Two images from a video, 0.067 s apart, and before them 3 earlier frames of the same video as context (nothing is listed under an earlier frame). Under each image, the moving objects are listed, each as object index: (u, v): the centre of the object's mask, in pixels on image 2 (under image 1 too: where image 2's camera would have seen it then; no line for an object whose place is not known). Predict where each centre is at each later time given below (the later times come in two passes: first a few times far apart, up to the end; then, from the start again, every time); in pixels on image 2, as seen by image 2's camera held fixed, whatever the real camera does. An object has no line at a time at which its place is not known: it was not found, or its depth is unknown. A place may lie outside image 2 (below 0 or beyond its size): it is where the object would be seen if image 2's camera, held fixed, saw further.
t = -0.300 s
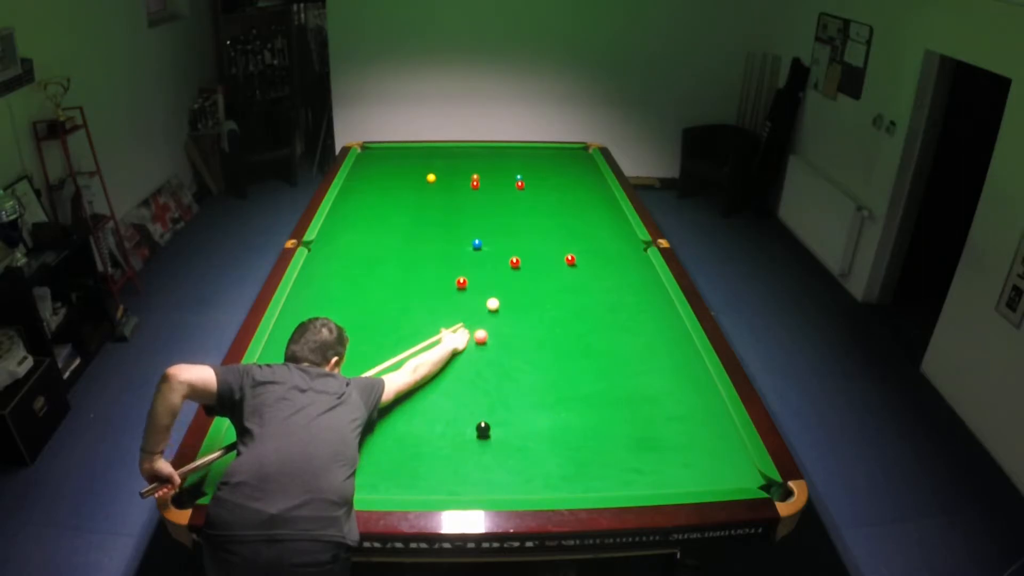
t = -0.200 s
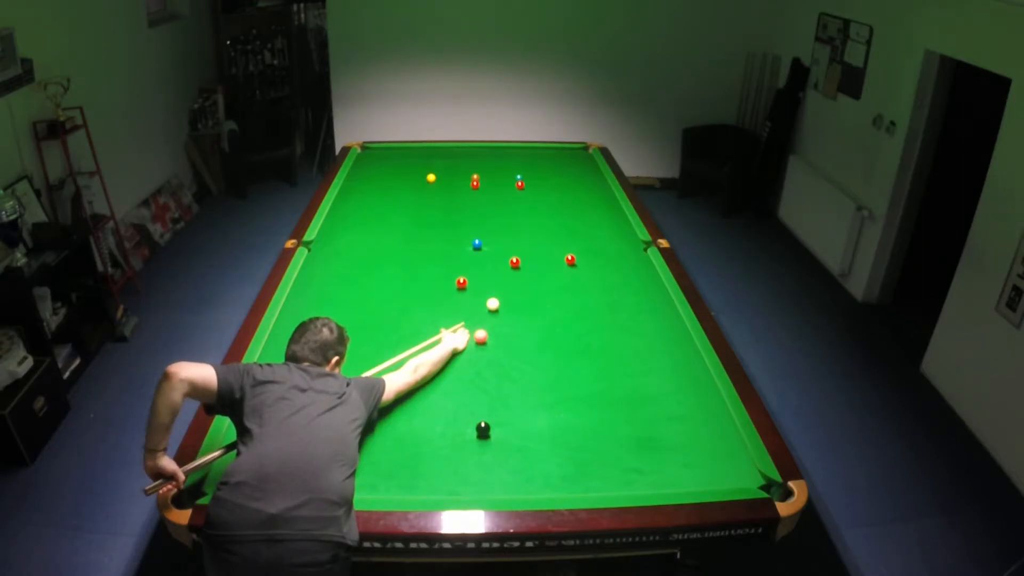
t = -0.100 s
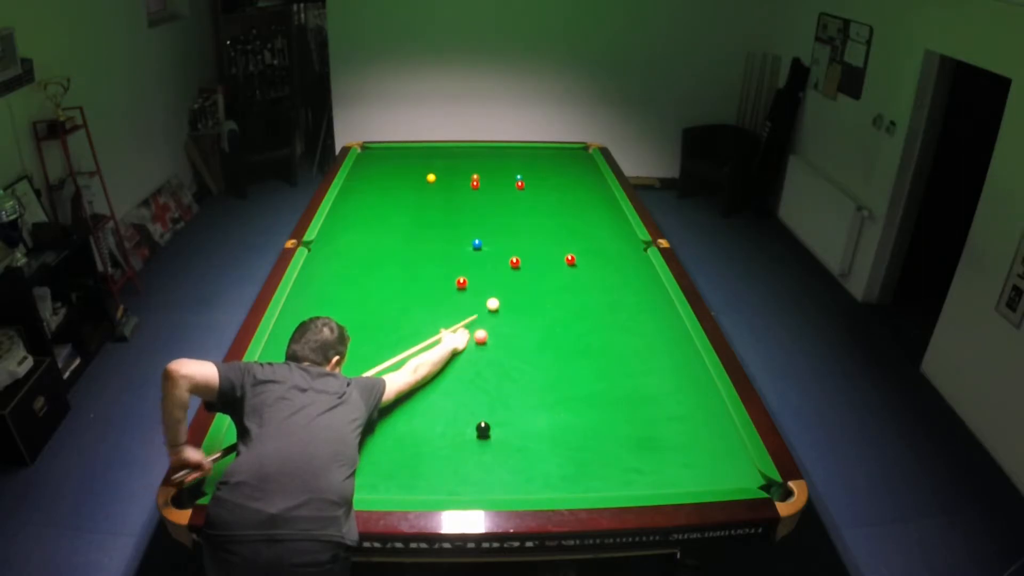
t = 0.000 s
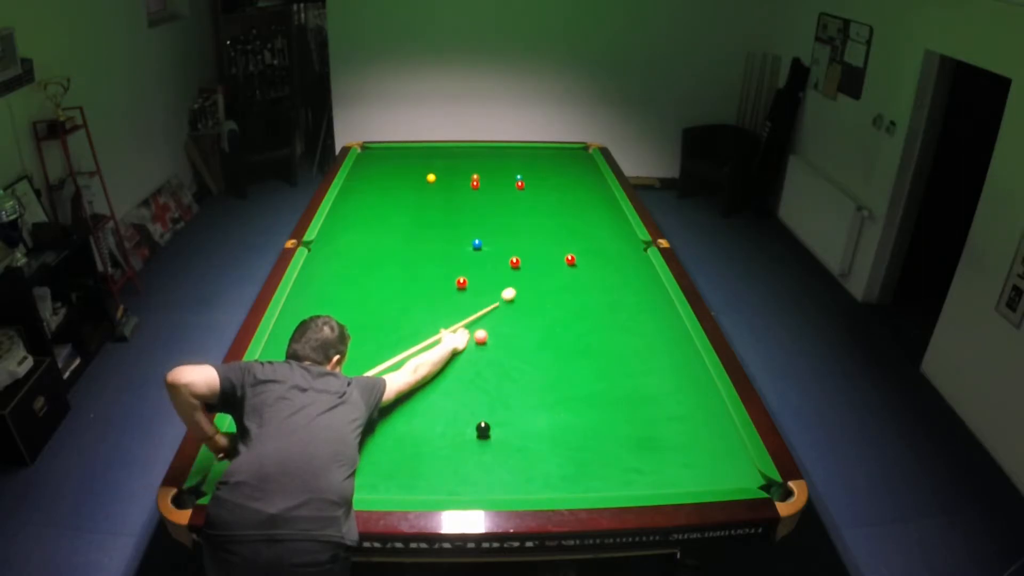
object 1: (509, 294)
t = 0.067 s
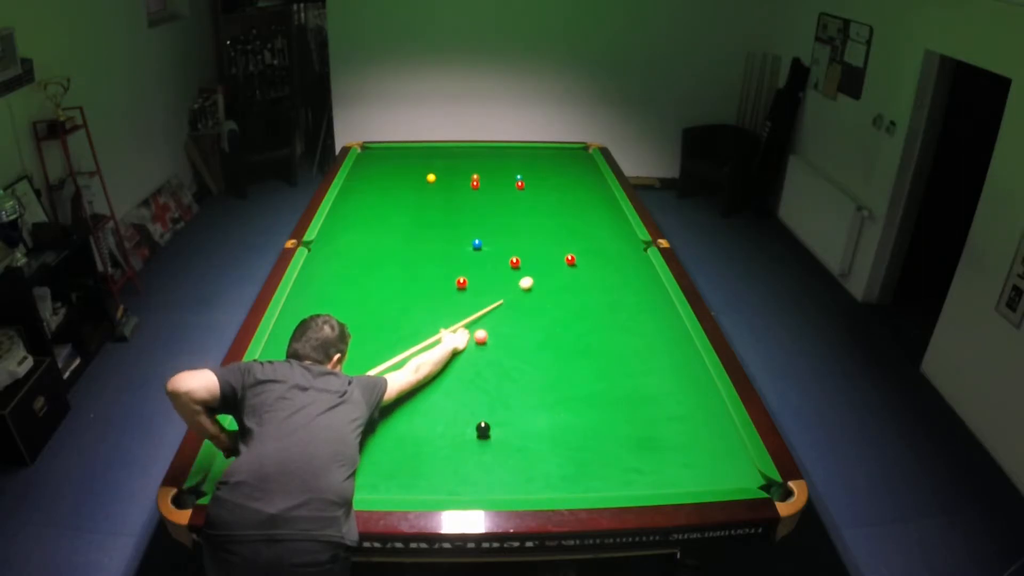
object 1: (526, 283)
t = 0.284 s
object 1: (558, 258)
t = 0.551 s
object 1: (546, 248)
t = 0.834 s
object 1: (535, 239)
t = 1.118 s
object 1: (526, 231)
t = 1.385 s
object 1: (518, 224)
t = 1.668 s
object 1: (510, 218)
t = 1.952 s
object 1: (504, 212)
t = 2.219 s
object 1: (499, 208)
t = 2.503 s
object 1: (494, 203)
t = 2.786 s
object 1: (490, 199)
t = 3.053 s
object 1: (487, 197)
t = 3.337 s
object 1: (485, 194)
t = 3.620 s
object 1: (483, 192)
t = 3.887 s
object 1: (482, 190)
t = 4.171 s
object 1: (481, 189)
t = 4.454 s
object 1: (480, 188)
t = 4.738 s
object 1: (480, 188)
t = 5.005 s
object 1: (480, 188)
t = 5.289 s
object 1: (480, 187)
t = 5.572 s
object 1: (480, 187)
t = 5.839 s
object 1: (480, 188)
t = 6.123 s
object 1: (480, 188)
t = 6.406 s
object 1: (480, 188)
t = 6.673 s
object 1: (480, 188)
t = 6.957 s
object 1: (480, 188)
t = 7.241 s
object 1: (480, 188)
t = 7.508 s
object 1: (480, 188)
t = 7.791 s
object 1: (480, 188)
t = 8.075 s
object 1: (480, 188)
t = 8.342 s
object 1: (480, 188)
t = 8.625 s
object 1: (480, 188)
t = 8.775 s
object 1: (480, 188)
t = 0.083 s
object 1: (530, 280)
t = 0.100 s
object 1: (534, 278)
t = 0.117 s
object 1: (538, 275)
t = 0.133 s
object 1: (541, 273)
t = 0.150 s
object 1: (545, 271)
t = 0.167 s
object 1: (548, 269)
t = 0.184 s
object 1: (551, 267)
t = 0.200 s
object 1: (555, 265)
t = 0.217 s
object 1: (557, 263)
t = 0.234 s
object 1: (560, 262)
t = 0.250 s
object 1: (560, 260)
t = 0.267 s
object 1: (559, 259)
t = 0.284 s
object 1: (558, 258)
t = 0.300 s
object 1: (557, 258)
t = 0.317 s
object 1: (557, 257)
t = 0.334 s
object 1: (556, 256)
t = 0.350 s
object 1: (555, 256)
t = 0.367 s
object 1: (554, 255)
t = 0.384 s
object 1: (553, 254)
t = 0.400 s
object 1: (553, 254)
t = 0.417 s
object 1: (552, 253)
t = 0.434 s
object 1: (551, 252)
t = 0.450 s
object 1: (551, 252)
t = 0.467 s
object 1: (550, 251)
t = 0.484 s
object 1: (549, 251)
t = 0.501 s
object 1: (548, 250)
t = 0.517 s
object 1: (548, 250)
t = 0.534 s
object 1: (547, 249)
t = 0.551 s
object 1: (546, 248)
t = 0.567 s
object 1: (546, 248)
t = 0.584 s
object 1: (545, 247)
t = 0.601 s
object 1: (544, 247)
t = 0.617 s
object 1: (544, 246)
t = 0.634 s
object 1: (543, 246)
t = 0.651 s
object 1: (542, 245)
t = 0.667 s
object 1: (541, 244)
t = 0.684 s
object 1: (541, 244)
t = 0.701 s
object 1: (540, 243)
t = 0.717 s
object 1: (540, 243)
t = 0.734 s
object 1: (539, 242)
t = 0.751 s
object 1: (538, 242)
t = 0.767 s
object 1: (538, 241)
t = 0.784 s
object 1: (537, 241)
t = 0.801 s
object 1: (536, 240)
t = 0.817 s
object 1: (536, 240)
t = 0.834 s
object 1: (535, 239)
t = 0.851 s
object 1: (535, 239)
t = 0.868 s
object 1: (534, 238)
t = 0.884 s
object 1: (533, 238)
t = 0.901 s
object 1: (533, 237)
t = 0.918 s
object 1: (532, 237)
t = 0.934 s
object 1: (532, 236)
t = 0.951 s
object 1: (531, 236)
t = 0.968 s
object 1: (530, 235)
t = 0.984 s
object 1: (530, 235)
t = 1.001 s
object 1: (529, 234)
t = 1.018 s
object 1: (529, 234)
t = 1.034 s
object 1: (528, 233)
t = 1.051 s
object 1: (528, 233)
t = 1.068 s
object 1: (527, 233)
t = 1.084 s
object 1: (527, 232)
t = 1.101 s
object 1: (526, 231)
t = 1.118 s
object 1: (526, 231)
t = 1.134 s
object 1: (525, 231)
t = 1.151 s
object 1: (525, 230)
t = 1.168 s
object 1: (524, 230)
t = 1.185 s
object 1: (523, 229)
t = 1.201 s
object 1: (523, 229)
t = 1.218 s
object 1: (522, 228)
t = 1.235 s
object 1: (522, 228)
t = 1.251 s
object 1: (521, 228)
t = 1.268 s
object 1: (521, 227)
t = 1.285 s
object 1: (520, 227)
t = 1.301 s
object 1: (520, 226)
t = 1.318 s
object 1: (519, 226)
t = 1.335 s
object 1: (519, 226)
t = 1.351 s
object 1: (519, 225)
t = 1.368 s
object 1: (518, 225)
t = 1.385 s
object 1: (518, 224)
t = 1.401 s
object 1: (517, 224)
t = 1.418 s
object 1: (517, 224)
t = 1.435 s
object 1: (516, 223)
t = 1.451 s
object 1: (516, 223)
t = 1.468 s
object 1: (515, 222)
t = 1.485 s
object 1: (515, 222)
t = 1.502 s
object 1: (514, 222)
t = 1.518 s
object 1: (514, 221)
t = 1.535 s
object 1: (514, 221)
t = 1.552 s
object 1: (513, 220)
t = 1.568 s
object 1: (513, 220)
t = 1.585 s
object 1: (512, 220)
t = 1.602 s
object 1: (512, 219)
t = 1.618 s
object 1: (511, 219)
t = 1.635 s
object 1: (511, 219)
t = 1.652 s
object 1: (510, 218)
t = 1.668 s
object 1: (510, 218)
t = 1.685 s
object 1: (510, 218)
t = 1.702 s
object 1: (509, 217)
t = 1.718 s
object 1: (509, 217)
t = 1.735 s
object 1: (508, 217)
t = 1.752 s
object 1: (508, 216)
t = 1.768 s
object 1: (508, 216)
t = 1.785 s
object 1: (507, 215)
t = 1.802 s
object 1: (507, 215)
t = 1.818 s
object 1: (507, 215)
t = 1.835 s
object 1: (506, 215)
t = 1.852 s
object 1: (506, 214)
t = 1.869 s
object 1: (506, 214)
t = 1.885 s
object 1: (505, 214)
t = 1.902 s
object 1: (505, 213)
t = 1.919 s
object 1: (504, 213)
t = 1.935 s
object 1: (504, 213)
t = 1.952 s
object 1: (504, 212)
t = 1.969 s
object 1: (503, 212)
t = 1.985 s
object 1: (503, 212)
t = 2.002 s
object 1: (503, 211)
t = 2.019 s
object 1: (502, 211)
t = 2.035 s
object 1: (502, 211)
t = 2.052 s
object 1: (502, 210)
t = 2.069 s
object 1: (501, 210)
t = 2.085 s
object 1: (501, 210)
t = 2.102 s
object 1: (501, 210)
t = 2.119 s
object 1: (500, 209)
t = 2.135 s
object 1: (500, 209)
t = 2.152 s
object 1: (500, 209)
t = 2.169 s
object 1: (499, 208)
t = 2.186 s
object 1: (499, 208)
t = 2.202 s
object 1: (499, 208)
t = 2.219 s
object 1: (499, 208)
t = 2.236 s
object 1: (499, 207)
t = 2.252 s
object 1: (498, 207)
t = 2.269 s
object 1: (498, 207)
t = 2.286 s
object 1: (498, 207)
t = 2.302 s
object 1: (497, 206)
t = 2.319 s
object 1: (497, 206)
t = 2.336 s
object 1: (497, 206)
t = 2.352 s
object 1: (496, 206)
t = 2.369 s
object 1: (496, 205)
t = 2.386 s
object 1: (496, 205)
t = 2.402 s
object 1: (496, 205)
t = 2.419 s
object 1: (495, 204)
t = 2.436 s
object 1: (495, 204)
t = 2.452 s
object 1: (495, 204)
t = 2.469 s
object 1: (495, 204)
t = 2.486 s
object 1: (494, 204)
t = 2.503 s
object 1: (494, 203)
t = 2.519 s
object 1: (494, 203)
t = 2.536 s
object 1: (494, 203)
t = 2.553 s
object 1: (493, 203)
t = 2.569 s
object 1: (493, 202)
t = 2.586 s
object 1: (493, 202)
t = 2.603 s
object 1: (493, 202)
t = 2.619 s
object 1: (492, 202)
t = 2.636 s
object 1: (492, 201)
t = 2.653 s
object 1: (492, 201)
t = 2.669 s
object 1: (492, 201)
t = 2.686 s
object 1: (492, 201)
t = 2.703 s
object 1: (491, 201)
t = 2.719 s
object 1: (491, 200)
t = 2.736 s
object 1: (491, 200)
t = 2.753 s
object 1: (491, 200)
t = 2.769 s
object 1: (490, 200)
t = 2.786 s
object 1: (490, 199)
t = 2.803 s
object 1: (490, 199)
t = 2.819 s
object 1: (490, 199)
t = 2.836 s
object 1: (490, 199)
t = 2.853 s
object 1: (490, 199)
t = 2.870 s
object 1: (489, 199)
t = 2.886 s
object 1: (489, 198)
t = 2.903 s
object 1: (489, 198)
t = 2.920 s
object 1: (489, 198)
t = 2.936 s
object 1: (489, 198)
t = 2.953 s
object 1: (489, 197)
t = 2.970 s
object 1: (488, 197)
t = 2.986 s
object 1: (488, 197)
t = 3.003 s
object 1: (488, 197)
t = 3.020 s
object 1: (488, 197)
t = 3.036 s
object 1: (488, 197)
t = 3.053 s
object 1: (487, 197)
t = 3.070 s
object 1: (487, 196)
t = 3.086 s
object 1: (487, 196)
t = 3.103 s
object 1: (487, 196)
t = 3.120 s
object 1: (487, 196)
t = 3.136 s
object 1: (487, 196)
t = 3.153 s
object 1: (486, 196)
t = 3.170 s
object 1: (486, 195)
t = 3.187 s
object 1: (486, 195)
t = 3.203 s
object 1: (486, 195)
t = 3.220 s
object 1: (486, 195)
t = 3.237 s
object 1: (486, 195)
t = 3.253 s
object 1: (486, 195)
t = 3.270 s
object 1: (486, 195)
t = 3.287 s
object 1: (485, 194)
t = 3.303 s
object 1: (485, 194)
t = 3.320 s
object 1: (485, 194)
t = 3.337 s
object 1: (485, 194)
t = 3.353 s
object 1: (485, 194)
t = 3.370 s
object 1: (485, 194)
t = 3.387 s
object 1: (485, 193)
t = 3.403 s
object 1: (484, 193)
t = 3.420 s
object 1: (484, 193)
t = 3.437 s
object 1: (484, 193)
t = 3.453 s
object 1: (484, 193)
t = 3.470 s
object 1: (484, 193)
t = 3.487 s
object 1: (484, 193)
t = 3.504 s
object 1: (484, 193)
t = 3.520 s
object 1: (484, 192)
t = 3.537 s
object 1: (484, 192)
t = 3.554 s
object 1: (483, 192)
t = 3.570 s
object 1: (483, 192)
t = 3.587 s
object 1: (483, 192)
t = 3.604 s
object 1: (483, 192)
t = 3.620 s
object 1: (483, 192)
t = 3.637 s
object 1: (483, 192)
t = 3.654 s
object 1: (483, 192)
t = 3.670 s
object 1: (483, 191)
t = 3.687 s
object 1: (483, 191)
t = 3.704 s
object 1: (483, 191)
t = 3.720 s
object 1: (483, 191)
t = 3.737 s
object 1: (483, 191)
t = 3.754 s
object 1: (483, 191)
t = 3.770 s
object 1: (482, 191)
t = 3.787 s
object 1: (482, 191)
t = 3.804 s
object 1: (482, 191)
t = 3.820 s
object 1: (482, 191)
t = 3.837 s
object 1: (482, 191)
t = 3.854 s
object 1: (482, 190)
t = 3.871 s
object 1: (482, 190)
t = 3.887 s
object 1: (482, 190)
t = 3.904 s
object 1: (482, 190)
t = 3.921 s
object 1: (482, 190)
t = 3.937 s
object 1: (482, 190)
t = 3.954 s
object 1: (482, 190)
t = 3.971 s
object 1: (482, 190)
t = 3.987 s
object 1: (482, 190)
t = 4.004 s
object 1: (481, 190)
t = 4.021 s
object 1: (481, 190)
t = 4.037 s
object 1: (481, 189)
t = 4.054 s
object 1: (481, 189)
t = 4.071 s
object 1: (481, 189)
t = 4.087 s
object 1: (481, 189)
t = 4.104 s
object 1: (481, 189)
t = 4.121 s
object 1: (481, 189)
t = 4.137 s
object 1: (481, 189)
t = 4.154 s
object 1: (481, 189)
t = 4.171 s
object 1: (481, 189)
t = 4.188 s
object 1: (481, 189)
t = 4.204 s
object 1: (481, 189)
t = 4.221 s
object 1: (481, 189)
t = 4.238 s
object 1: (480, 189)
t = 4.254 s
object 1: (480, 189)
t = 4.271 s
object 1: (480, 189)
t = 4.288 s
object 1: (480, 189)
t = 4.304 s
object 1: (480, 188)
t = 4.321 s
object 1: (480, 189)
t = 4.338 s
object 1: (480, 188)
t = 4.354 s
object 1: (480, 188)
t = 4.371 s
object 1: (480, 188)
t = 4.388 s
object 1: (480, 188)
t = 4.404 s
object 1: (480, 188)
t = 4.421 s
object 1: (480, 188)
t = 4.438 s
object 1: (480, 188)
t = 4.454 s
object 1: (480, 188)
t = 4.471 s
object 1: (480, 188)
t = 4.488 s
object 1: (480, 188)
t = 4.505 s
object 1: (480, 188)
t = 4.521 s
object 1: (480, 188)
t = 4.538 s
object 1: (480, 188)
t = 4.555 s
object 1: (480, 188)
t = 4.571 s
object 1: (480, 188)
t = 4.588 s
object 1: (480, 188)
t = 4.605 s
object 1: (480, 188)
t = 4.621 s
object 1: (480, 188)
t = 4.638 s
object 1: (480, 188)
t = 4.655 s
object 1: (480, 188)
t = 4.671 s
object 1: (480, 188)
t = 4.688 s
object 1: (480, 188)
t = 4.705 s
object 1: (480, 188)
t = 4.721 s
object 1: (480, 188)
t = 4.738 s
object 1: (480, 188)
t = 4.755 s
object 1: (480, 188)
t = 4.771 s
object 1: (480, 188)
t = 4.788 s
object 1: (480, 188)
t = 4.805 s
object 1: (480, 188)
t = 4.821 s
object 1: (480, 188)
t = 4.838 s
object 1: (480, 188)
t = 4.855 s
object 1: (480, 188)
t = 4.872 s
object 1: (480, 188)
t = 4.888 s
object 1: (480, 188)
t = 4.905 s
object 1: (480, 188)
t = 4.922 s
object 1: (480, 188)
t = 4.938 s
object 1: (480, 188)
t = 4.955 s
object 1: (480, 188)
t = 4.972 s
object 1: (480, 188)
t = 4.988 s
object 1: (480, 188)
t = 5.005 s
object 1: (480, 188)
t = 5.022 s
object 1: (480, 188)
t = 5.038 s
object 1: (480, 188)
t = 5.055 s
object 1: (480, 188)
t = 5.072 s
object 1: (480, 188)
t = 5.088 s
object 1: (480, 188)
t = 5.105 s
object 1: (480, 188)
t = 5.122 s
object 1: (480, 188)
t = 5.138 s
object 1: (480, 188)
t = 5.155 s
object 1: (480, 188)
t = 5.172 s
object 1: (480, 188)
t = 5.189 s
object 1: (480, 188)
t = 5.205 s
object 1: (480, 188)
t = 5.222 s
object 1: (480, 188)
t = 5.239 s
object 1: (480, 188)
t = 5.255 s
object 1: (480, 188)
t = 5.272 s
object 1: (480, 187)
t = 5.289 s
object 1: (480, 187)
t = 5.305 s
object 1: (480, 187)
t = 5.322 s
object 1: (480, 187)
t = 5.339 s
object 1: (480, 187)
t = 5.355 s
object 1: (480, 187)
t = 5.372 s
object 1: (480, 187)
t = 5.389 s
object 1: (480, 187)
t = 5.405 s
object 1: (480, 187)
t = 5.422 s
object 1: (480, 187)
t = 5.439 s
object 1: (480, 187)
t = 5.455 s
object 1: (480, 187)
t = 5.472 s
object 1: (480, 187)
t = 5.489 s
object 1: (480, 187)
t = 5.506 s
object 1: (480, 187)
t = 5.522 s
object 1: (480, 187)
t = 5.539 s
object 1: (480, 187)
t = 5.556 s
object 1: (480, 187)
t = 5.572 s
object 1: (480, 187)
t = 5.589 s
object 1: (480, 187)
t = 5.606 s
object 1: (480, 187)
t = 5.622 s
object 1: (480, 187)
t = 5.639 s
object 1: (480, 187)
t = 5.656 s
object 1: (480, 187)
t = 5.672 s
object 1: (480, 187)
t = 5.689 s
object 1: (480, 187)
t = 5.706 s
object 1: (480, 187)
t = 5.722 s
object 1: (480, 187)
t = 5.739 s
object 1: (480, 187)
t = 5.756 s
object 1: (480, 187)
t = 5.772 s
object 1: (480, 187)
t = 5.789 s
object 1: (480, 187)
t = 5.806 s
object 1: (480, 188)
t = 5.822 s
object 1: (480, 188)
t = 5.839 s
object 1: (480, 188)
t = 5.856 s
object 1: (480, 188)
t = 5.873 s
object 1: (480, 188)
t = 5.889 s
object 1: (480, 188)
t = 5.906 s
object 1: (480, 188)
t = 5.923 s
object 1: (480, 188)
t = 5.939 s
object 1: (480, 188)
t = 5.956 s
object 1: (480, 188)
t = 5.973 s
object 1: (480, 188)
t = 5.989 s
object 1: (480, 188)
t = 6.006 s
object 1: (480, 188)
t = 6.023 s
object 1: (480, 188)
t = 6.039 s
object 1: (480, 188)
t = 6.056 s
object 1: (480, 188)
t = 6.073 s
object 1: (480, 188)
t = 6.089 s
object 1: (480, 188)
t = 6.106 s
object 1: (480, 188)
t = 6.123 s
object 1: (480, 188)
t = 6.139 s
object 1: (480, 188)
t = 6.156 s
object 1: (480, 188)
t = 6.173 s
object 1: (480, 188)
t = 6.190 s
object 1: (480, 188)
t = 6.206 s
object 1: (480, 188)
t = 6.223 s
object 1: (480, 188)
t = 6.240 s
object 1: (480, 188)
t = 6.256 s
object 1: (480, 188)
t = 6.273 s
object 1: (480, 188)
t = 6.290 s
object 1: (480, 188)
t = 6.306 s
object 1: (480, 188)
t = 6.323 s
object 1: (480, 188)
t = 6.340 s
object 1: (480, 188)
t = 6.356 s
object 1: (480, 188)
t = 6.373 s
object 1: (480, 188)
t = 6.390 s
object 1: (480, 188)
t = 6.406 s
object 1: (480, 188)
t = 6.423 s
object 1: (480, 188)
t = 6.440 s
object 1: (480, 188)
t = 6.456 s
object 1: (480, 188)
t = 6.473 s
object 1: (480, 188)
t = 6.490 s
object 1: (480, 188)
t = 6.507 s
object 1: (480, 188)
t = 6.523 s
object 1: (480, 188)
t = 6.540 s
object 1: (480, 188)
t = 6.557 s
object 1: (480, 188)
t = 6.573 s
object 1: (480, 188)
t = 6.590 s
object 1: (480, 188)
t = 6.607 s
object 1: (480, 188)
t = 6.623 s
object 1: (480, 188)
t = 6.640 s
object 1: (480, 188)
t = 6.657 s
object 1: (480, 188)
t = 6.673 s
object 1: (480, 188)
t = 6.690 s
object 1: (480, 188)
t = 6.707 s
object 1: (480, 188)
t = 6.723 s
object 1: (480, 188)
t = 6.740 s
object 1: (480, 188)
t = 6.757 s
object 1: (480, 188)
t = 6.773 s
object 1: (480, 188)
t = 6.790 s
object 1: (480, 188)
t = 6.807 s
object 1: (480, 188)
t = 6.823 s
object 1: (480, 188)
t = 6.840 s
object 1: (480, 188)
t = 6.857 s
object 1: (480, 188)
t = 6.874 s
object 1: (480, 188)
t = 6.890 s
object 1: (480, 188)
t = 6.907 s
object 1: (480, 188)
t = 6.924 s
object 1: (480, 188)
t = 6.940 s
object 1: (480, 188)
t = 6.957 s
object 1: (480, 188)
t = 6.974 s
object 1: (480, 188)
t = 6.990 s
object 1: (480, 188)
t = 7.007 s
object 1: (480, 188)
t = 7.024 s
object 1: (480, 188)
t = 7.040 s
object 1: (480, 188)
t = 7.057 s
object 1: (480, 188)
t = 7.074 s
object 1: (480, 188)
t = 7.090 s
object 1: (480, 188)
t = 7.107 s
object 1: (480, 188)
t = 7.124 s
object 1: (480, 188)
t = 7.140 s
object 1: (480, 188)
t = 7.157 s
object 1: (480, 188)
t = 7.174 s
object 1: (480, 188)
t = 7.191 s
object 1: (480, 188)
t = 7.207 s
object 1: (480, 188)
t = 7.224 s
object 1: (480, 188)
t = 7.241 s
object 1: (480, 188)
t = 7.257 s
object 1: (480, 188)
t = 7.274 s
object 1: (480, 188)
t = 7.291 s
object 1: (480, 188)
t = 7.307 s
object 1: (480, 188)
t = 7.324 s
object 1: (480, 188)
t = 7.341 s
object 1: (480, 188)
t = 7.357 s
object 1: (480, 188)
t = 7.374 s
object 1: (480, 188)
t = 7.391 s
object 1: (480, 188)
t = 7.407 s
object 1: (480, 188)
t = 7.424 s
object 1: (480, 188)
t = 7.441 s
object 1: (480, 188)
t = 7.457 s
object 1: (480, 188)
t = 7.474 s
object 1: (480, 188)
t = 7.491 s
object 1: (480, 188)
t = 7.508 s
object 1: (480, 188)
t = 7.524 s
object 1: (480, 188)
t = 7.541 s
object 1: (480, 188)
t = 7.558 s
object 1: (480, 188)
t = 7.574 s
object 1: (480, 188)
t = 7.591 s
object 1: (480, 188)
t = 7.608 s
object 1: (480, 188)
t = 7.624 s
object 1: (480, 188)
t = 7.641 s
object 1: (480, 188)
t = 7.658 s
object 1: (480, 188)
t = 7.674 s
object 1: (480, 188)
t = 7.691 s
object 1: (480, 188)
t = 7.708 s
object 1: (480, 188)
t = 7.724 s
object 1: (480, 188)
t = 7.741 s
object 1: (480, 188)
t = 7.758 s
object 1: (480, 188)
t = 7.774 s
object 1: (480, 188)
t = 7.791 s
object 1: (480, 188)
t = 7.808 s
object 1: (480, 188)
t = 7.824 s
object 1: (480, 188)
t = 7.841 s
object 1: (480, 188)
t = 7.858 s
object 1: (480, 188)
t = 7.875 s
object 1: (480, 188)
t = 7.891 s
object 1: (480, 188)
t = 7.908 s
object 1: (480, 188)
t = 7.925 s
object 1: (480, 188)
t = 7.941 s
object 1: (480, 188)
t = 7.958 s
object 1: (480, 188)
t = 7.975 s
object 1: (480, 188)
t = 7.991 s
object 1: (480, 188)
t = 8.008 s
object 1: (480, 188)
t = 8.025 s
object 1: (480, 188)
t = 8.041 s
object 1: (480, 188)
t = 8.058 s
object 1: (480, 188)
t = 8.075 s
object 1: (480, 188)
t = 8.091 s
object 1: (480, 188)
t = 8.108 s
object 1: (480, 188)
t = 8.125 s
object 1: (480, 188)
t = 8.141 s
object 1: (480, 188)
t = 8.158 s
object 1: (480, 188)
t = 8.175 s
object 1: (480, 188)
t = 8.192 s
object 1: (480, 188)
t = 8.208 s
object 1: (480, 188)
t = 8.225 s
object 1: (480, 188)
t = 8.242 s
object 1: (480, 188)
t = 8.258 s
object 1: (480, 188)
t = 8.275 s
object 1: (480, 188)
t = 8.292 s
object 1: (480, 188)
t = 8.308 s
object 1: (480, 188)
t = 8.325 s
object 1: (480, 188)
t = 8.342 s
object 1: (480, 188)
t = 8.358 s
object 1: (480, 188)
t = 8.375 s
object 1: (480, 188)
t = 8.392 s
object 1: (480, 188)
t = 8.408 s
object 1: (480, 188)
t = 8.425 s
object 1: (480, 188)
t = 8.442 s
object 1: (480, 188)
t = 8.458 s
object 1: (480, 188)
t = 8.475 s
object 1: (480, 188)
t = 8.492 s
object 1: (480, 187)
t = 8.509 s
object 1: (480, 188)
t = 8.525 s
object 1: (480, 188)
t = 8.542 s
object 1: (480, 188)
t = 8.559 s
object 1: (480, 188)
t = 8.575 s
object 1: (480, 188)
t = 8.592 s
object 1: (480, 188)
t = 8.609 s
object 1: (480, 188)
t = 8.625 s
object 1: (480, 188)
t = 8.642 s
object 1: (480, 188)
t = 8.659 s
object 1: (480, 188)
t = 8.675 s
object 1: (480, 188)
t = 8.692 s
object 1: (480, 188)
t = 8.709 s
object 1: (480, 188)
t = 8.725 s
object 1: (480, 188)
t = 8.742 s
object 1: (480, 188)
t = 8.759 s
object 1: (480, 188)
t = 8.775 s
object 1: (480, 188)
